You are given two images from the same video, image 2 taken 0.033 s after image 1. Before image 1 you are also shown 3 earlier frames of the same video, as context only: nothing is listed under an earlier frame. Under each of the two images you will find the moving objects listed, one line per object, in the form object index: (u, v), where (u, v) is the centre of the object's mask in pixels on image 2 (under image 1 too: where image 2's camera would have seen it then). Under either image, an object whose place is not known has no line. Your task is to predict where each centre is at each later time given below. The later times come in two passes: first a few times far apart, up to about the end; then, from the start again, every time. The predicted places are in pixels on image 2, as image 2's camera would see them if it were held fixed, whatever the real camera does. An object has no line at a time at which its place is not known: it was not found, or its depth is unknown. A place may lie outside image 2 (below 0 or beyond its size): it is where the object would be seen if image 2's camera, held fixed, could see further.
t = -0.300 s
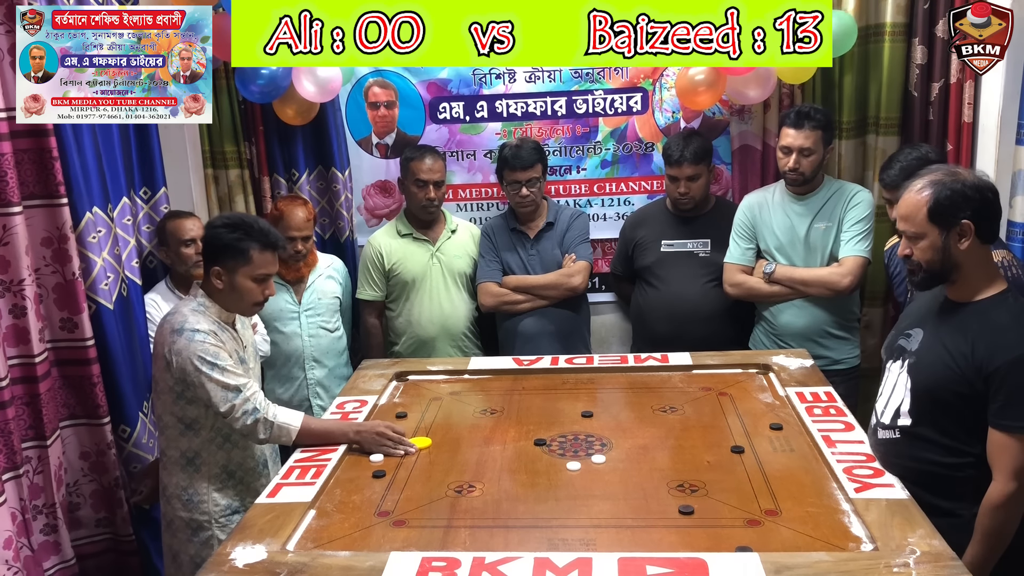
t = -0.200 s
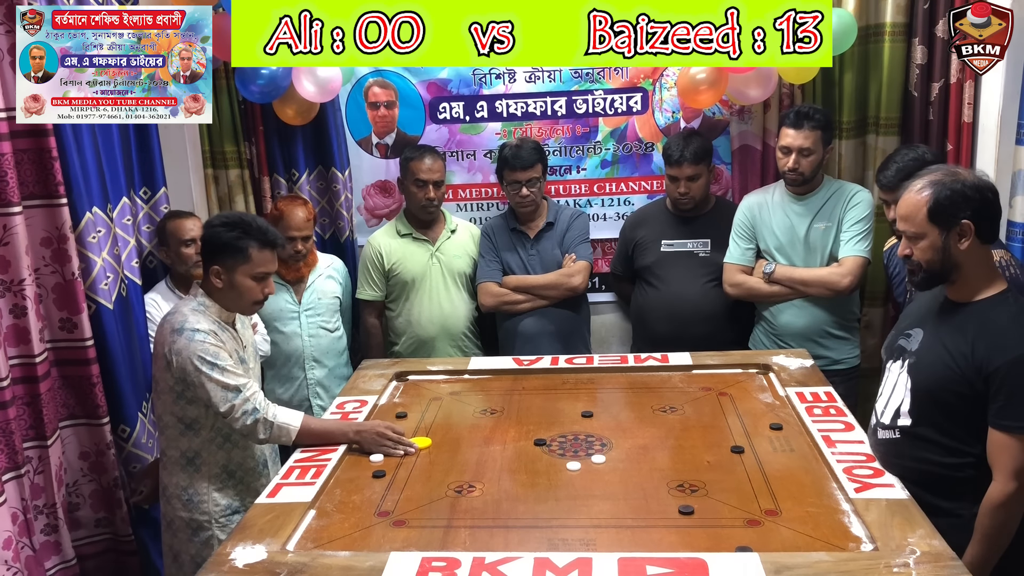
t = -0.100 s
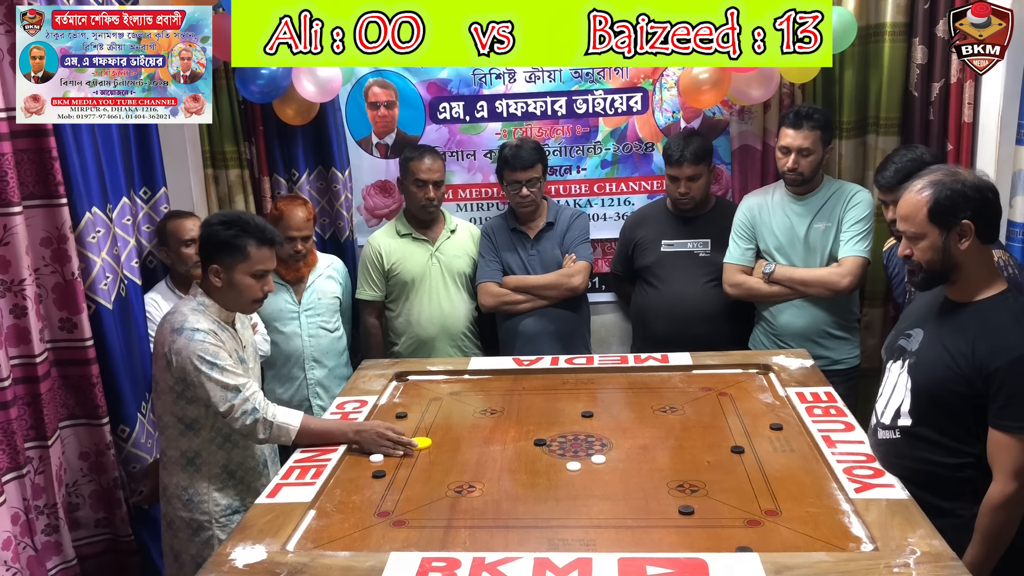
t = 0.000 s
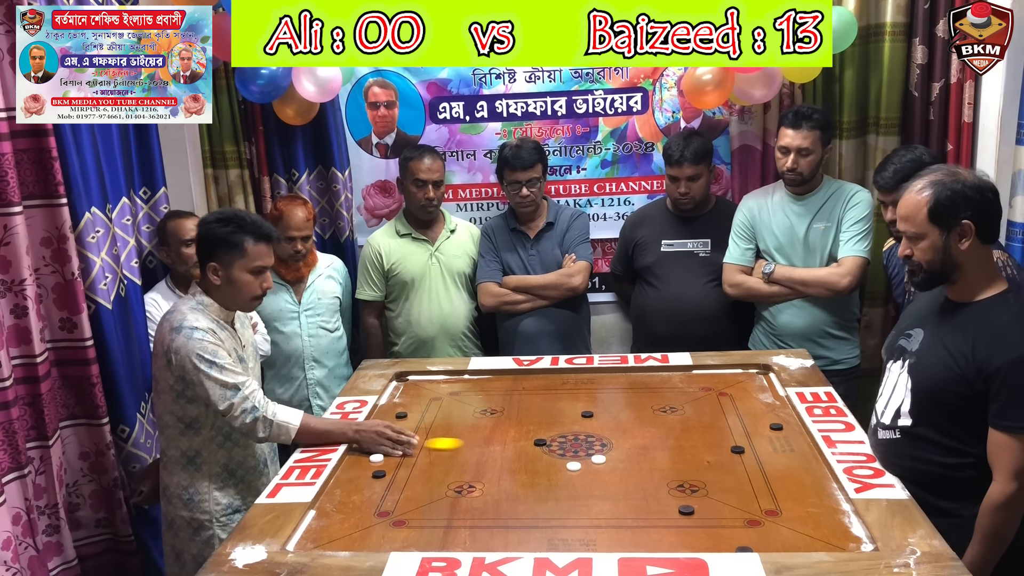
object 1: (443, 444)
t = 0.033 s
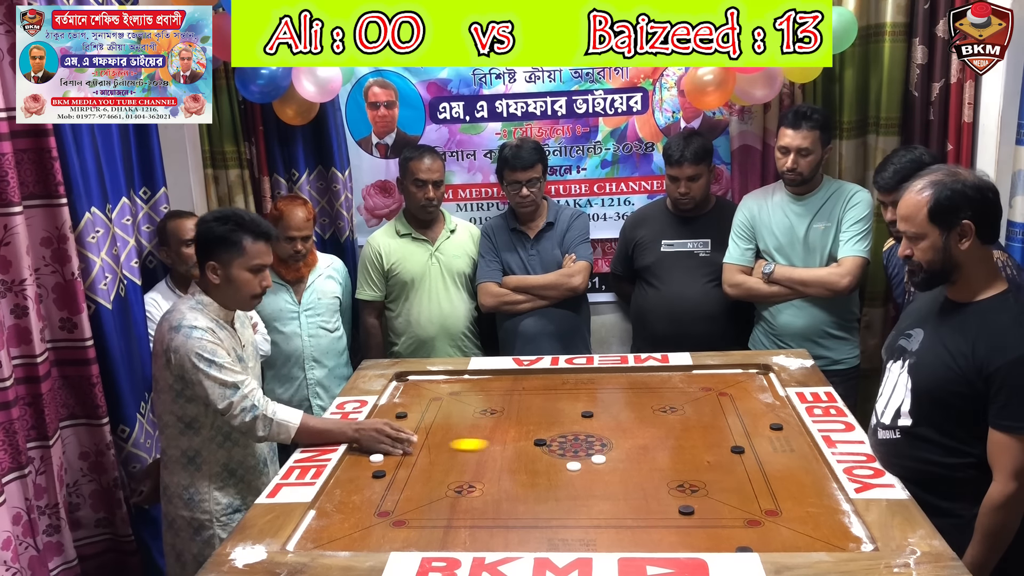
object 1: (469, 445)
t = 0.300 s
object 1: (623, 458)
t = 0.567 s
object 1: (715, 466)
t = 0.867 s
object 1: (786, 472)
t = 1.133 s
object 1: (812, 476)
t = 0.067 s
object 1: (494, 446)
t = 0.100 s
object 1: (520, 447)
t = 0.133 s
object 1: (541, 449)
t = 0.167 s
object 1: (562, 452)
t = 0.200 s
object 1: (580, 454)
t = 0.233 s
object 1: (596, 455)
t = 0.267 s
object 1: (610, 457)
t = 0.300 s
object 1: (623, 458)
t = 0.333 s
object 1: (636, 459)
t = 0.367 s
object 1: (648, 460)
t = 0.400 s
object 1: (661, 461)
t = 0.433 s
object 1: (673, 462)
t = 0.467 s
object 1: (684, 463)
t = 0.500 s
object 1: (695, 464)
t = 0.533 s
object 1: (705, 465)
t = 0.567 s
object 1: (715, 466)
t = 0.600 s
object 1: (725, 467)
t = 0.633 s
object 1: (734, 468)
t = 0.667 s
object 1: (743, 468)
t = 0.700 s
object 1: (751, 469)
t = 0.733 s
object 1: (759, 470)
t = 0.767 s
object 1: (766, 471)
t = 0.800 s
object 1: (773, 471)
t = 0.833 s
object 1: (780, 472)
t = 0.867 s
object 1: (786, 472)
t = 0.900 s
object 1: (792, 473)
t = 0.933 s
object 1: (798, 474)
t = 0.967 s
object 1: (803, 474)
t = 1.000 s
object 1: (808, 475)
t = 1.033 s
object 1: (812, 475)
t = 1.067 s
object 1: (815, 475)
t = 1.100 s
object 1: (814, 476)
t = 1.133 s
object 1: (812, 476)
